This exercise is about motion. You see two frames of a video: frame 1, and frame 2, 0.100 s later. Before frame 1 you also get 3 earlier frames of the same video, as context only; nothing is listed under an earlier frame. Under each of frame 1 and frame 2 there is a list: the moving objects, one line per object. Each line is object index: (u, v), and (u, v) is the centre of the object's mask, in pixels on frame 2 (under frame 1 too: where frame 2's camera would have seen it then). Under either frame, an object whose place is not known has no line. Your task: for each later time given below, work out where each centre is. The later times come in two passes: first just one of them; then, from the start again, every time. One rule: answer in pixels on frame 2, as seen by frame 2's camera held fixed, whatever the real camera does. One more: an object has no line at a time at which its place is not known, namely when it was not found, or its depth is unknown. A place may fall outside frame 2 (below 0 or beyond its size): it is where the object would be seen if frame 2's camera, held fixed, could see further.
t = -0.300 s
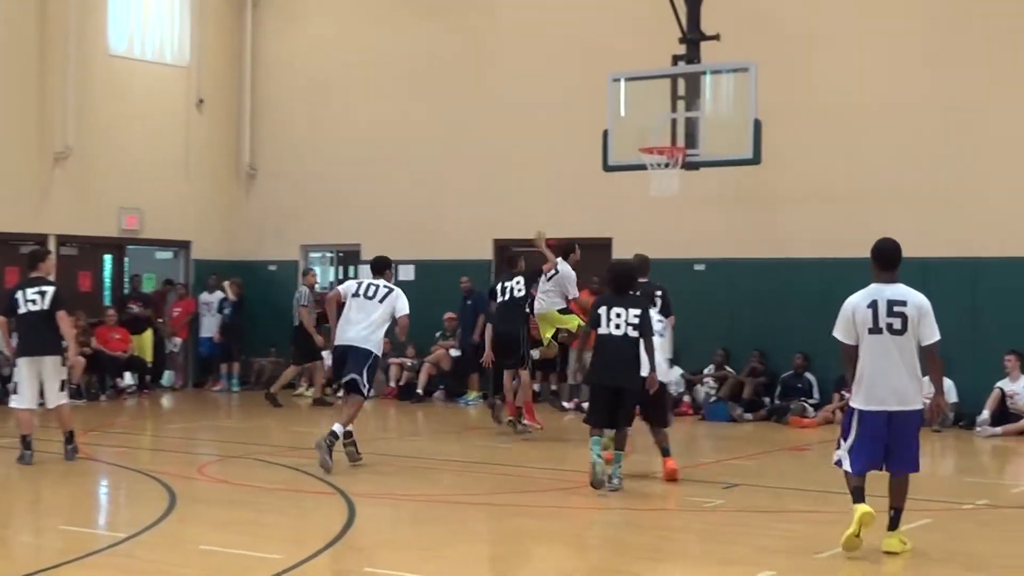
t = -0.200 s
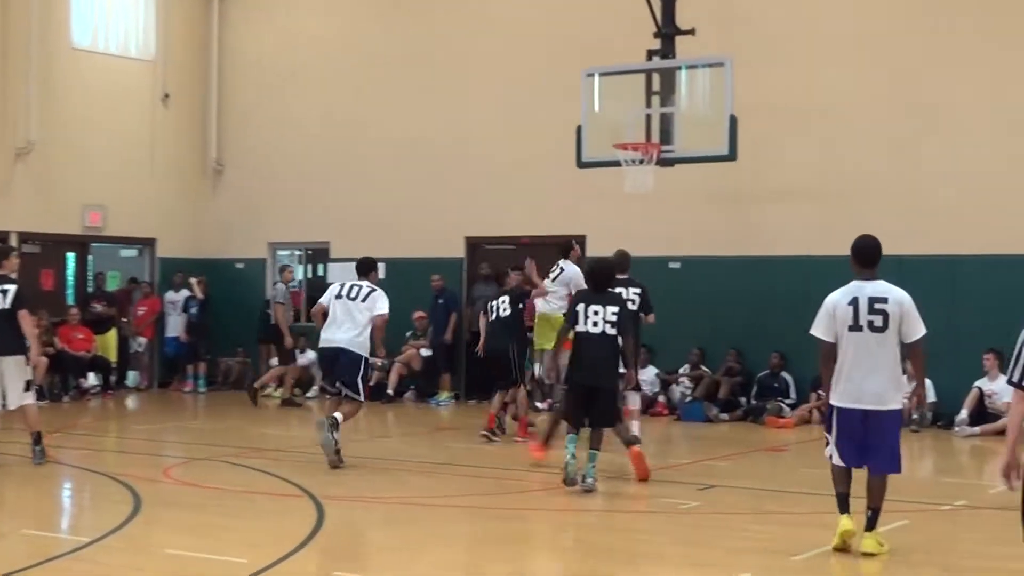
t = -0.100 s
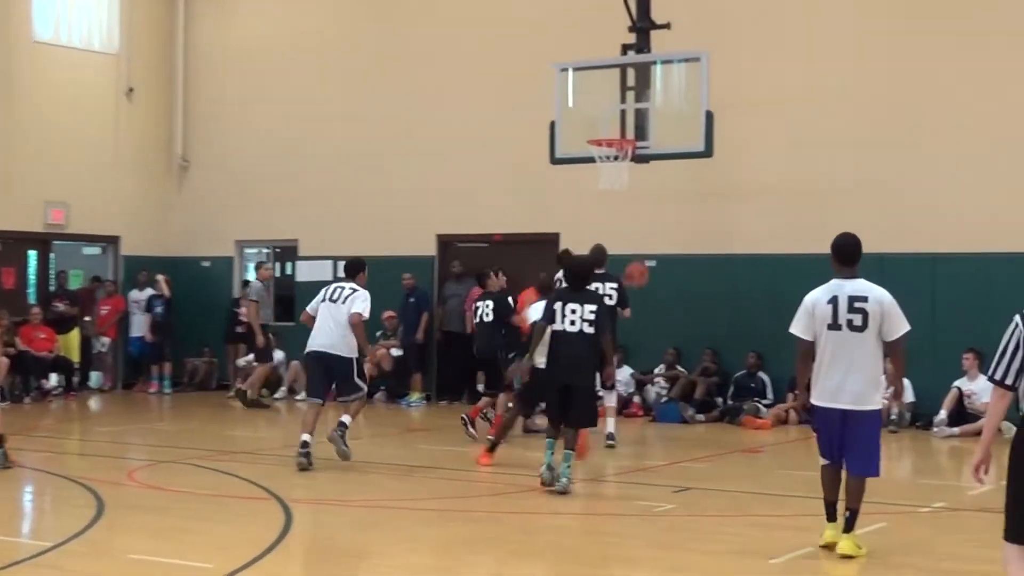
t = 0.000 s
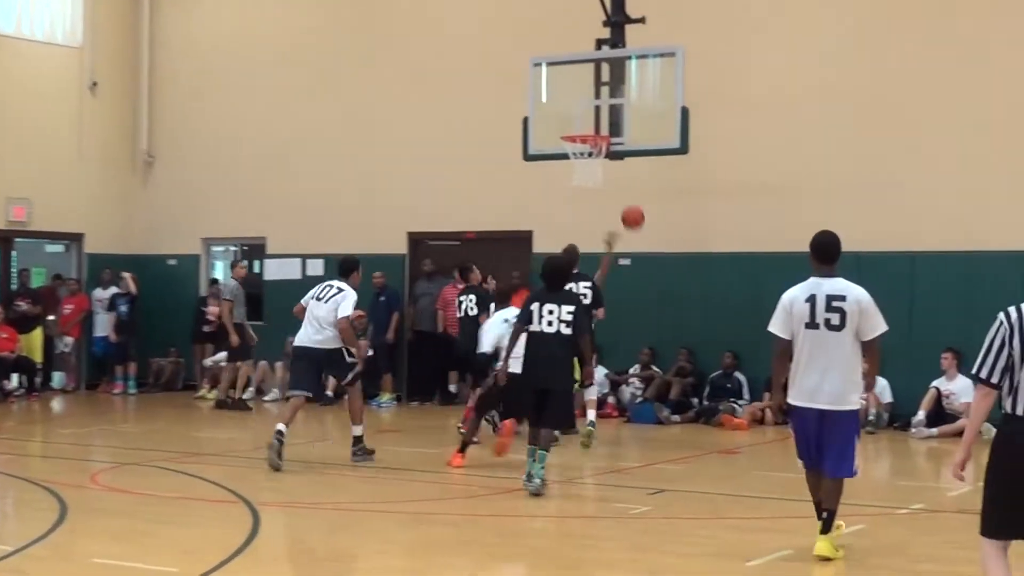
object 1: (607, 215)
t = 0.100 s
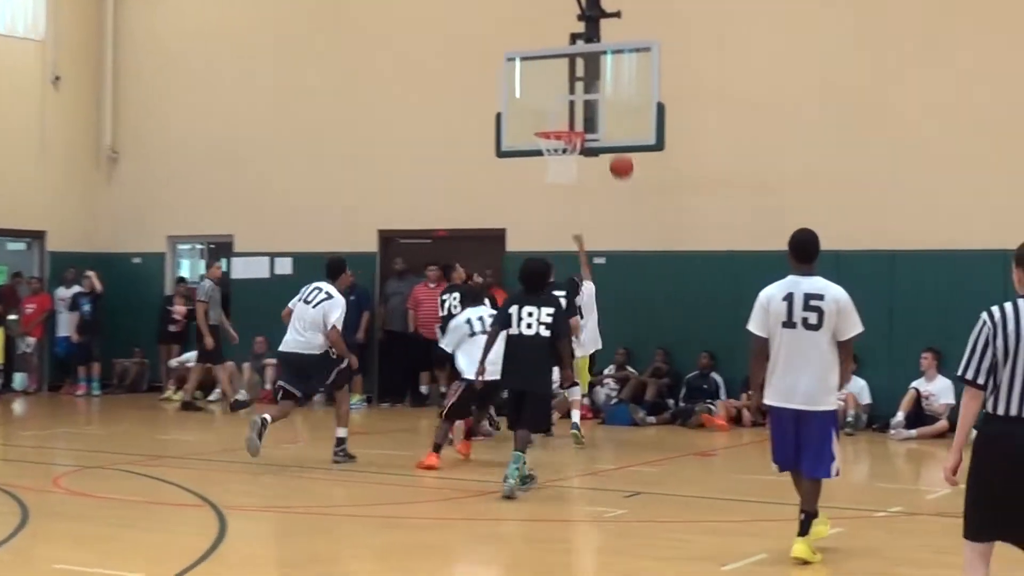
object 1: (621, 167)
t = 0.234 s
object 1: (640, 117)
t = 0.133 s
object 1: (626, 153)
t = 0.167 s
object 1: (631, 140)
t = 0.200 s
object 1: (635, 128)
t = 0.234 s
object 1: (640, 117)
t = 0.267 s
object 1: (644, 108)
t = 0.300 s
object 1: (645, 102)
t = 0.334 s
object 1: (643, 98)
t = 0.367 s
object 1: (640, 95)
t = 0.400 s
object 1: (638, 93)
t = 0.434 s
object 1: (635, 92)
